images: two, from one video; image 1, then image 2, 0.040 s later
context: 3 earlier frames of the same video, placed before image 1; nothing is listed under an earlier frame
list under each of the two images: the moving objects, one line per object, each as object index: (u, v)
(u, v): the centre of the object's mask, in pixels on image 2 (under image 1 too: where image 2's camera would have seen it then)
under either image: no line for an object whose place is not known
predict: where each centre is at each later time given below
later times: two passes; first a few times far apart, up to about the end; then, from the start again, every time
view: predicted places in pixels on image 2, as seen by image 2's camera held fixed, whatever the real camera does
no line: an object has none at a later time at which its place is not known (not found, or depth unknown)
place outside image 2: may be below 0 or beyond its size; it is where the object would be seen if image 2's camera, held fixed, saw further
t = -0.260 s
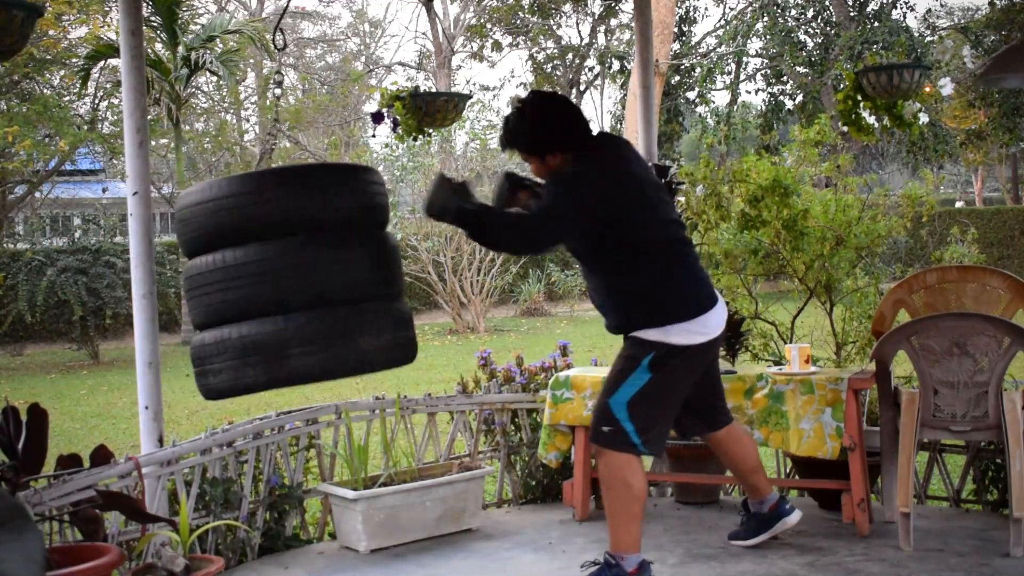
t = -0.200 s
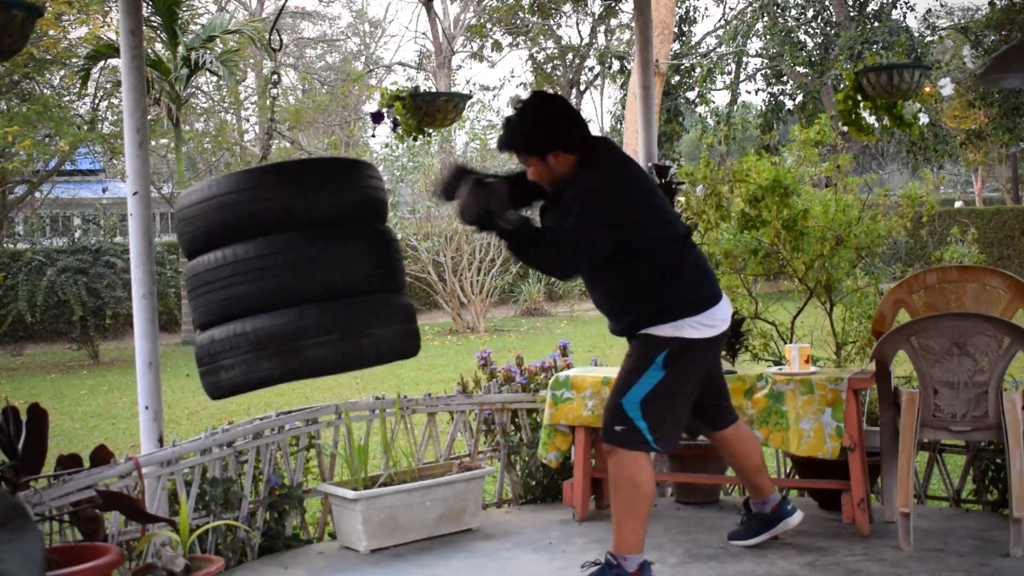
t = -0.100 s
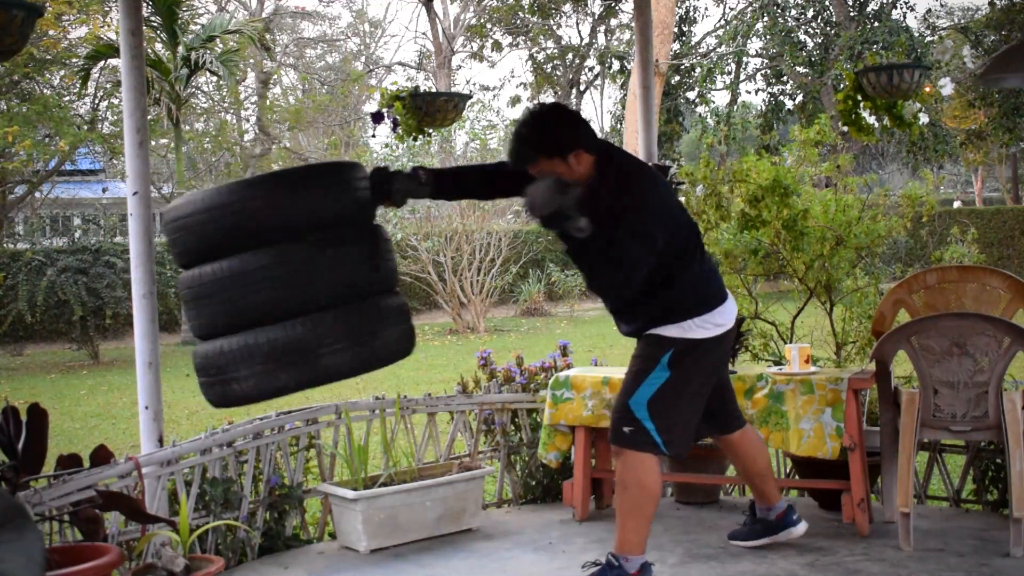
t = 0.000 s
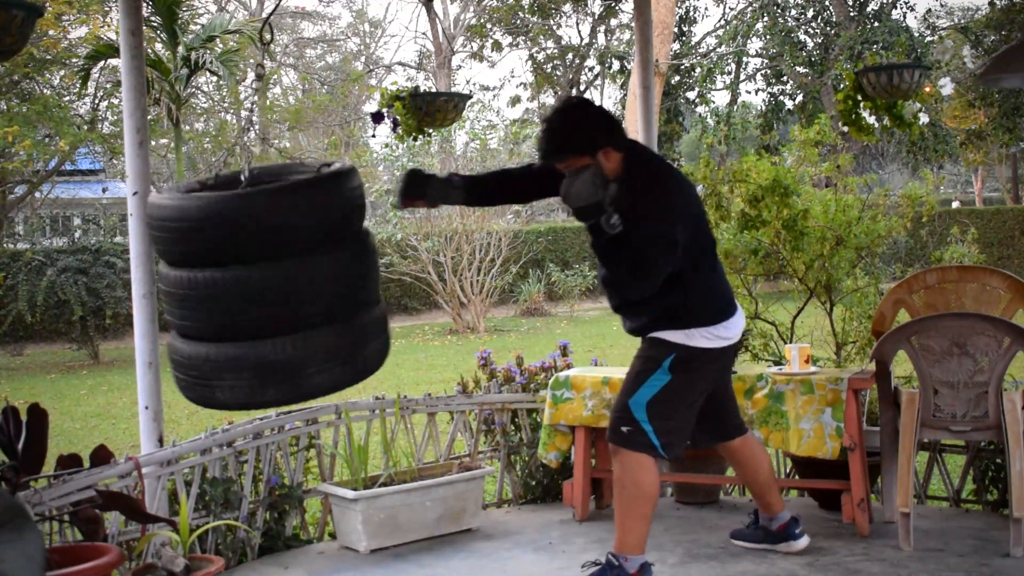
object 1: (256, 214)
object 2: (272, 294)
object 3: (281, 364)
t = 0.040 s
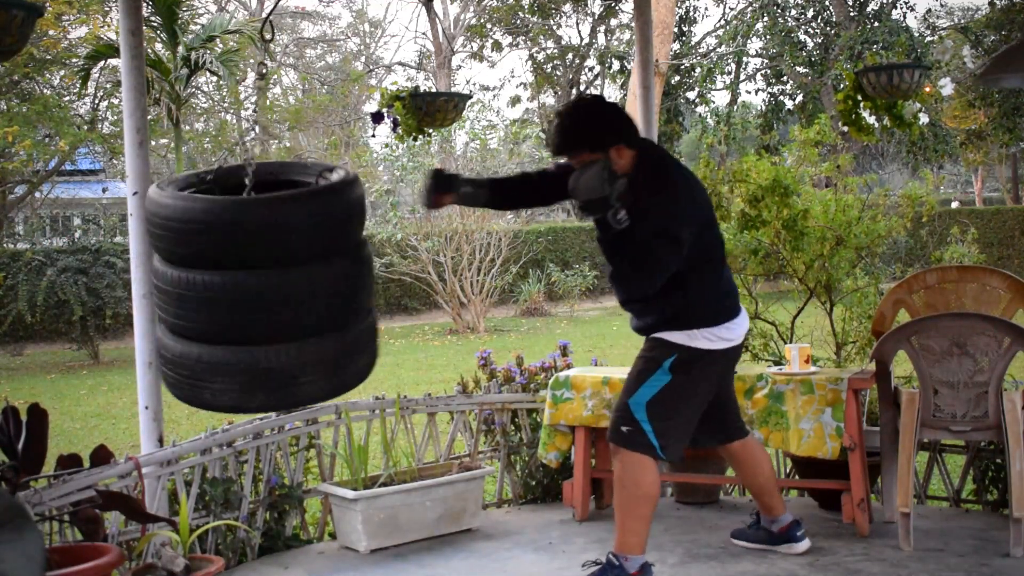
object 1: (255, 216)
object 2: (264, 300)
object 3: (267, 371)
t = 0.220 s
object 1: (267, 213)
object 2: (243, 282)
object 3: (219, 351)
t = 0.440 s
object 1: (238, 199)
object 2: (233, 272)
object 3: (227, 345)
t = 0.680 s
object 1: (268, 218)
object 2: (257, 300)
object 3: (247, 371)
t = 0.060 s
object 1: (255, 216)
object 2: (261, 302)
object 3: (260, 372)
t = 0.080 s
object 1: (257, 216)
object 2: (257, 302)
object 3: (253, 373)
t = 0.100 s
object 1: (259, 216)
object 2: (253, 302)
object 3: (246, 372)
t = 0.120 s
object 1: (261, 217)
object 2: (250, 301)
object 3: (239, 370)
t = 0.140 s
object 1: (263, 217)
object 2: (247, 298)
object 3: (232, 367)
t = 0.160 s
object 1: (264, 217)
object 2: (246, 295)
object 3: (227, 364)
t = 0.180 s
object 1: (265, 217)
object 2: (245, 292)
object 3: (223, 360)
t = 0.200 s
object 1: (266, 216)
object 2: (244, 287)
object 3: (220, 356)
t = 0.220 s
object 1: (267, 213)
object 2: (243, 282)
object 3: (219, 351)
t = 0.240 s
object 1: (267, 209)
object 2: (243, 278)
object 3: (218, 346)
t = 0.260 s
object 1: (266, 205)
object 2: (243, 274)
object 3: (217, 342)
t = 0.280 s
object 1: (265, 202)
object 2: (242, 270)
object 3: (217, 339)
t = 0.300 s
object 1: (263, 198)
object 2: (241, 267)
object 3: (218, 337)
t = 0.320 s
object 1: (260, 195)
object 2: (241, 265)
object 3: (219, 336)
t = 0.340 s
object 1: (256, 194)
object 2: (239, 263)
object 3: (220, 337)
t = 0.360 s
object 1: (253, 193)
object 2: (238, 263)
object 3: (221, 338)
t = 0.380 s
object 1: (249, 193)
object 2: (237, 264)
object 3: (222, 339)
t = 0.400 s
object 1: (245, 194)
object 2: (236, 266)
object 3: (224, 341)
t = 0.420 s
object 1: (241, 196)
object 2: (234, 268)
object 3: (225, 342)
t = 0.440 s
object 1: (238, 199)
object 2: (233, 272)
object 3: (227, 345)
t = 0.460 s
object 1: (235, 201)
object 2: (233, 275)
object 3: (229, 349)
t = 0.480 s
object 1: (234, 205)
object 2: (234, 279)
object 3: (231, 353)
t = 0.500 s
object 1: (233, 209)
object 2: (234, 284)
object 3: (233, 358)
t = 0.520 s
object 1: (234, 213)
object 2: (235, 288)
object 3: (235, 361)
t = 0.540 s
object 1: (235, 216)
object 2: (237, 292)
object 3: (237, 365)
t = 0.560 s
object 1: (238, 217)
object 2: (240, 294)
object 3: (239, 367)
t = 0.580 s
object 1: (242, 217)
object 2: (243, 296)
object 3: (240, 369)
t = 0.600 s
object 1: (246, 217)
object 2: (246, 298)
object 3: (242, 370)
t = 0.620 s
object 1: (251, 217)
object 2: (249, 300)
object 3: (243, 371)
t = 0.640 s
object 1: (256, 217)
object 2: (252, 300)
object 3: (244, 371)
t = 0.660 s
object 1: (262, 217)
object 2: (254, 301)
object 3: (246, 371)
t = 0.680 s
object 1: (268, 218)
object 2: (257, 300)
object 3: (247, 371)
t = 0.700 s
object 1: (273, 218)
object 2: (261, 299)
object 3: (250, 369)
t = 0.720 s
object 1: (278, 218)
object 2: (266, 298)
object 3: (252, 368)
